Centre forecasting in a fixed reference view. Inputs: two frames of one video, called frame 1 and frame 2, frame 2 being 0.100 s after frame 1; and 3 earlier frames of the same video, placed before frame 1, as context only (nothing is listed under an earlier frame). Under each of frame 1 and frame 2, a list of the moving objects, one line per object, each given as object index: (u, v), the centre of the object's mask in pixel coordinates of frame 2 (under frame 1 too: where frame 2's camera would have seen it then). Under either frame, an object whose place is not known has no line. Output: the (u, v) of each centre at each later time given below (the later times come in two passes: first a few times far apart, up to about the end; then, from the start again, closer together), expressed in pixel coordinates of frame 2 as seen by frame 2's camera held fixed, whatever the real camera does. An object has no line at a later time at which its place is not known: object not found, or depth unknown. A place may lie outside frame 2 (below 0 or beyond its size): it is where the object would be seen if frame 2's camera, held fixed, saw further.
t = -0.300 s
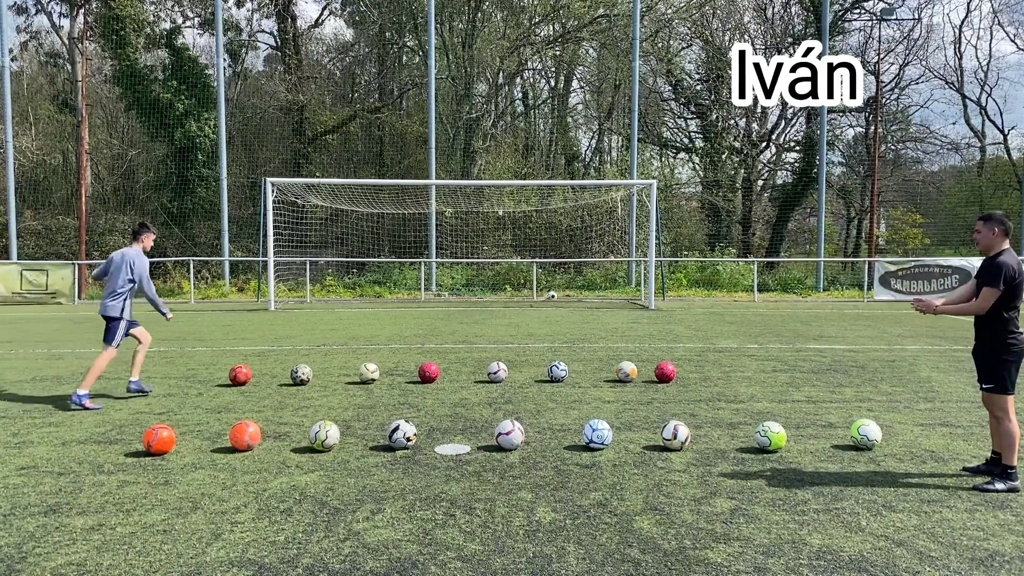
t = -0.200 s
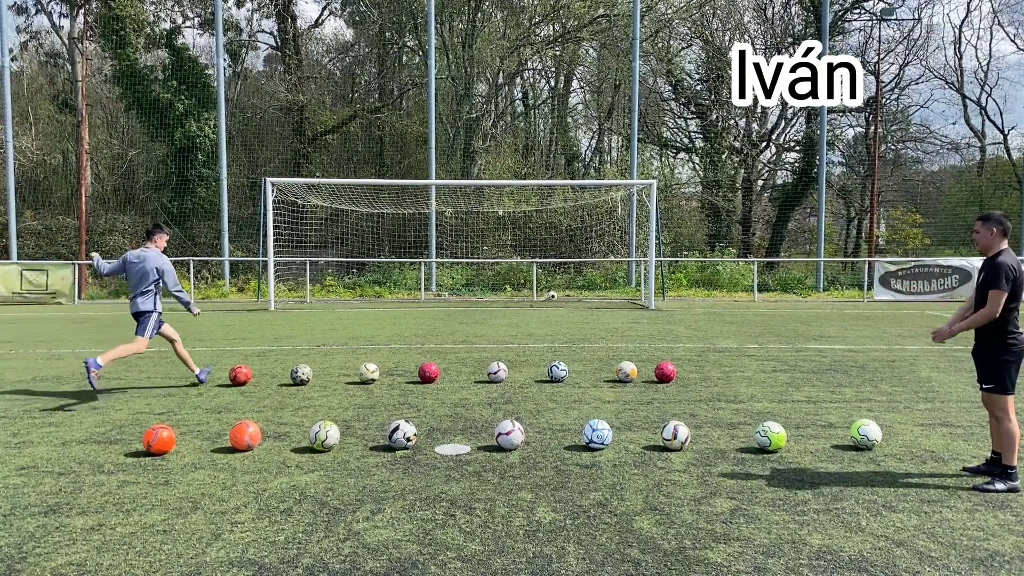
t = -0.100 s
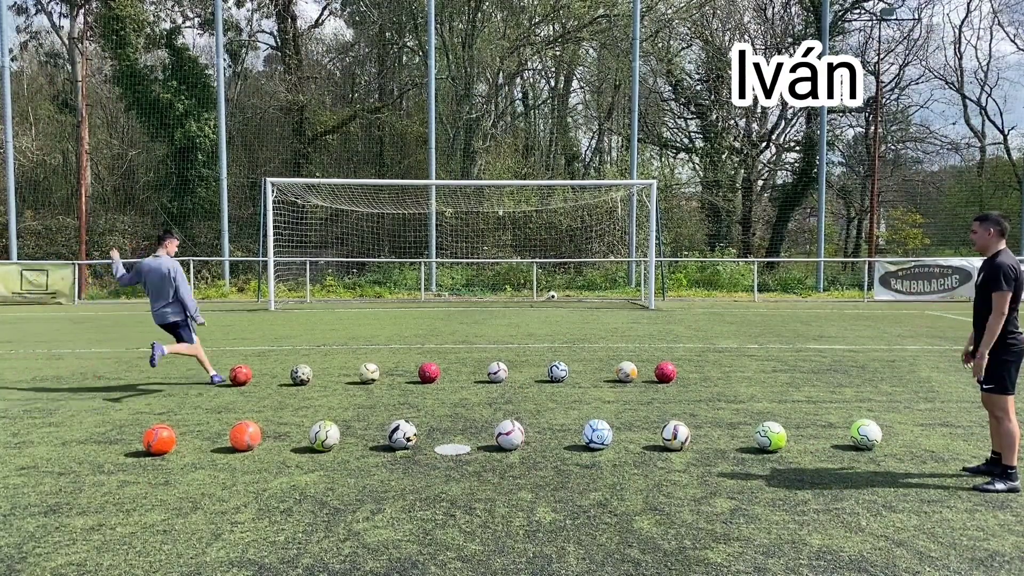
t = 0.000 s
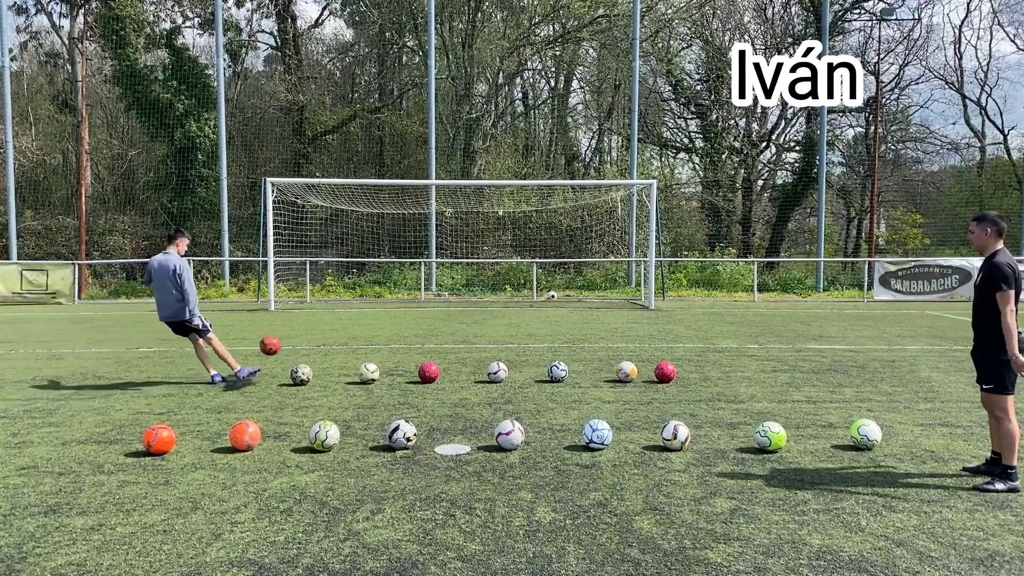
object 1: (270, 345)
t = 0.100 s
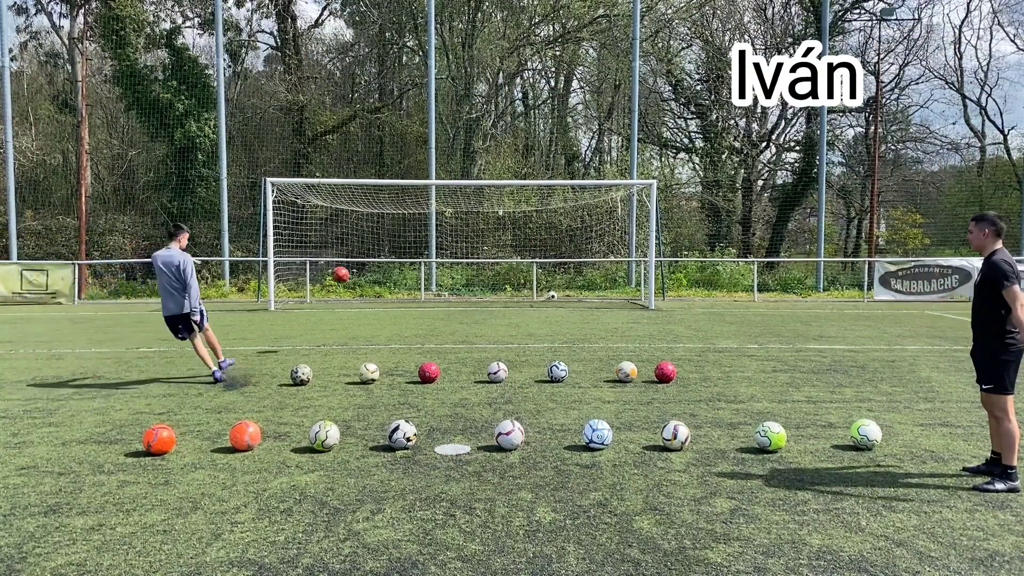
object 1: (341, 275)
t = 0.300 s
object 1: (426, 195)
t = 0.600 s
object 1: (490, 150)
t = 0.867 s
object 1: (518, 147)
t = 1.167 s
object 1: (534, 162)
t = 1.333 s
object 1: (545, 177)
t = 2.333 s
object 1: (593, 217)
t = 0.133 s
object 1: (359, 257)
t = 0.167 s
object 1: (375, 241)
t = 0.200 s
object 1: (390, 228)
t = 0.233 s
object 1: (403, 215)
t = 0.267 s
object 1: (416, 204)
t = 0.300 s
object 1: (426, 195)
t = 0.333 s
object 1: (436, 188)
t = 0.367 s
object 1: (444, 180)
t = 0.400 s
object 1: (453, 173)
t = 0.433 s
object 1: (461, 168)
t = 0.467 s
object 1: (467, 164)
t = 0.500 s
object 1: (474, 158)
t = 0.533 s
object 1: (479, 155)
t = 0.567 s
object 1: (485, 152)
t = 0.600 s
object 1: (490, 150)
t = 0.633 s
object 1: (494, 148)
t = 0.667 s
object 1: (499, 146)
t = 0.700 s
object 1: (503, 145)
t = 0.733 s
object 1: (507, 145)
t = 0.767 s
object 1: (510, 144)
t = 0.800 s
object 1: (513, 145)
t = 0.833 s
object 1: (516, 146)
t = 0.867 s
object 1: (518, 147)
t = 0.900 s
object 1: (519, 148)
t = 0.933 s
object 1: (521, 150)
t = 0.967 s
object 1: (523, 152)
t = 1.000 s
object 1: (524, 154)
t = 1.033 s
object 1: (525, 155)
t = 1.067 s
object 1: (527, 157)
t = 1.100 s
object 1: (530, 158)
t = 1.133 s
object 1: (532, 160)
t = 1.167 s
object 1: (534, 162)
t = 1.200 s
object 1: (537, 165)
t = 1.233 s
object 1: (539, 167)
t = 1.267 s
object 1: (541, 171)
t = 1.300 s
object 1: (542, 175)
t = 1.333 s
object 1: (545, 177)
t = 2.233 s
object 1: (590, 227)
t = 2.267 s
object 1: (590, 225)
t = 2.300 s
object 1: (593, 218)
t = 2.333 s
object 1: (593, 217)
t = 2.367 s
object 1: (593, 216)
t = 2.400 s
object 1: (594, 215)
